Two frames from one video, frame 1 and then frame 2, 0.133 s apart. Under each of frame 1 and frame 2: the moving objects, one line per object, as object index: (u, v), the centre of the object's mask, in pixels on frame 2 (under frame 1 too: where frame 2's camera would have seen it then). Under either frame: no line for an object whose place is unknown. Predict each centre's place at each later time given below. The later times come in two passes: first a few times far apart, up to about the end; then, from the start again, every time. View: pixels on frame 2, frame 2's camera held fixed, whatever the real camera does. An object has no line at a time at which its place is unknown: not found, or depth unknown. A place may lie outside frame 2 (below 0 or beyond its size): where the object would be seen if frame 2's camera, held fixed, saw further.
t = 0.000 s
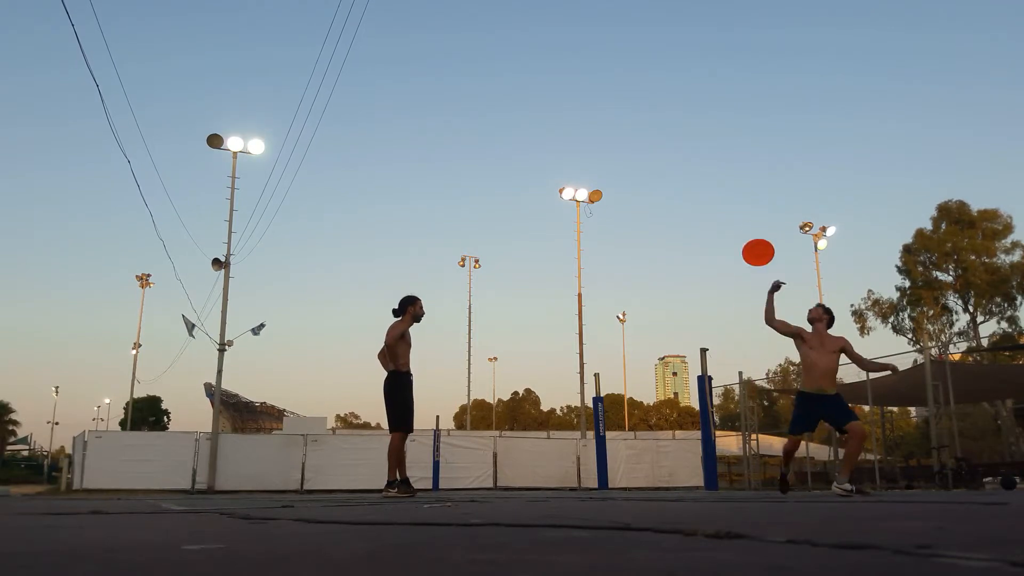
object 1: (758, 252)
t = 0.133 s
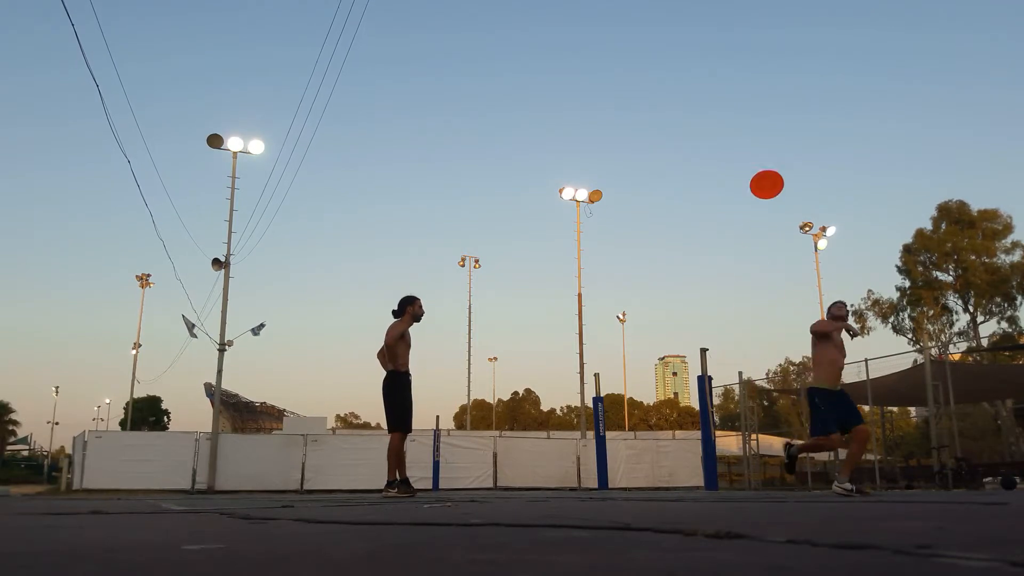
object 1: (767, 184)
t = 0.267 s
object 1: (778, 131)
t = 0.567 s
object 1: (813, 64)
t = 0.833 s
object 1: (867, 75)
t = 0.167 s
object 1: (769, 170)
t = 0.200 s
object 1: (772, 156)
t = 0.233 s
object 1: (774, 143)
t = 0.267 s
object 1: (778, 131)
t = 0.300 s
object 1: (781, 120)
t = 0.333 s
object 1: (784, 109)
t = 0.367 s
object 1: (787, 100)
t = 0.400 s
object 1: (791, 92)
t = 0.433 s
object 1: (795, 84)
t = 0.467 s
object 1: (799, 77)
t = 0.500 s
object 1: (804, 72)
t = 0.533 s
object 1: (808, 67)
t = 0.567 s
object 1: (813, 64)
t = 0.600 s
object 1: (819, 61)
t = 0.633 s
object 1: (825, 59)
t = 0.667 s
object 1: (831, 59)
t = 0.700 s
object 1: (837, 60)
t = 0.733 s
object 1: (844, 62)
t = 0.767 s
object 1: (851, 65)
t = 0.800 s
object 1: (859, 69)
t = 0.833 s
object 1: (867, 75)
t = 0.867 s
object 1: (876, 83)
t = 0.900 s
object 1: (885, 92)
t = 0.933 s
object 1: (895, 102)
